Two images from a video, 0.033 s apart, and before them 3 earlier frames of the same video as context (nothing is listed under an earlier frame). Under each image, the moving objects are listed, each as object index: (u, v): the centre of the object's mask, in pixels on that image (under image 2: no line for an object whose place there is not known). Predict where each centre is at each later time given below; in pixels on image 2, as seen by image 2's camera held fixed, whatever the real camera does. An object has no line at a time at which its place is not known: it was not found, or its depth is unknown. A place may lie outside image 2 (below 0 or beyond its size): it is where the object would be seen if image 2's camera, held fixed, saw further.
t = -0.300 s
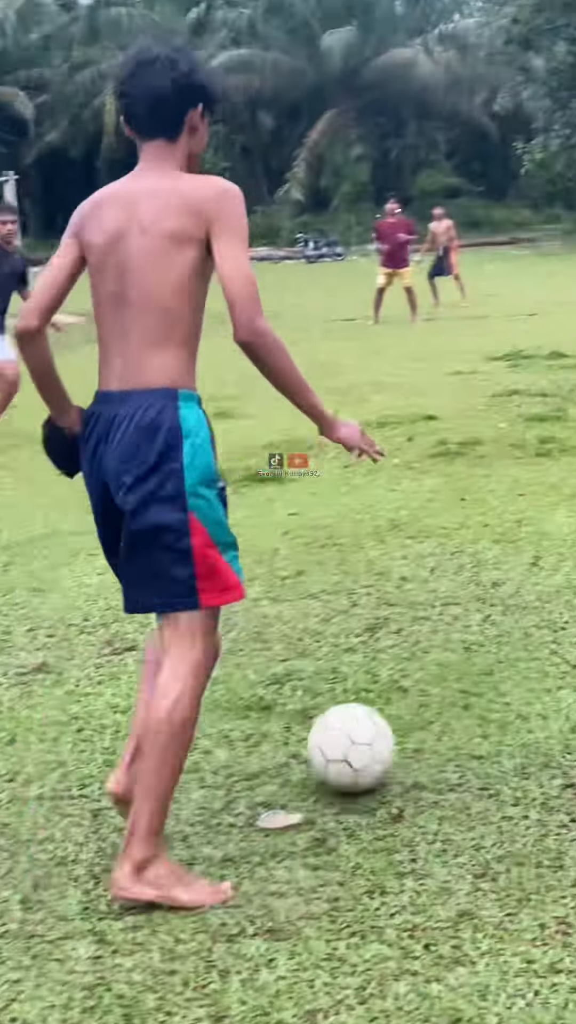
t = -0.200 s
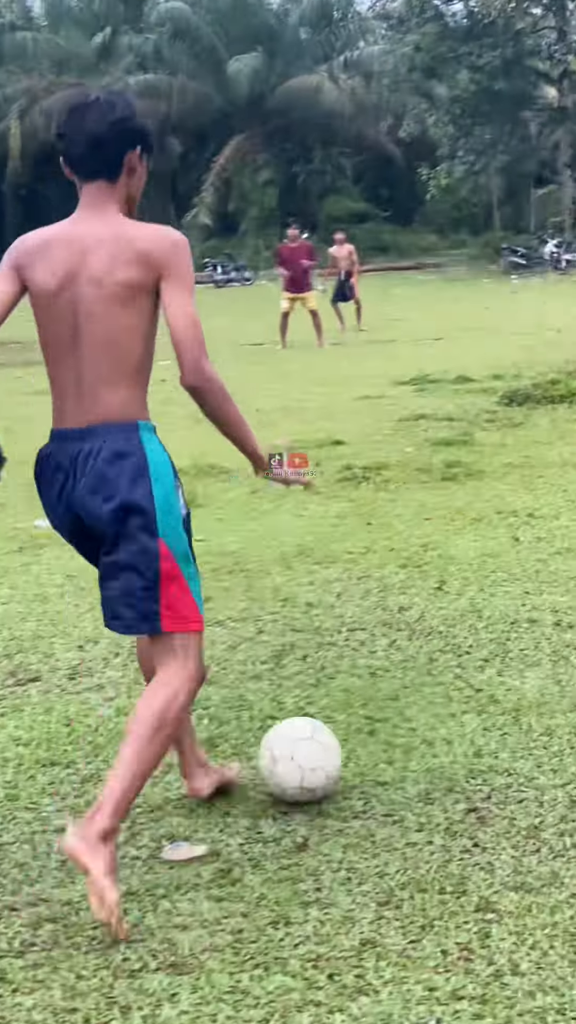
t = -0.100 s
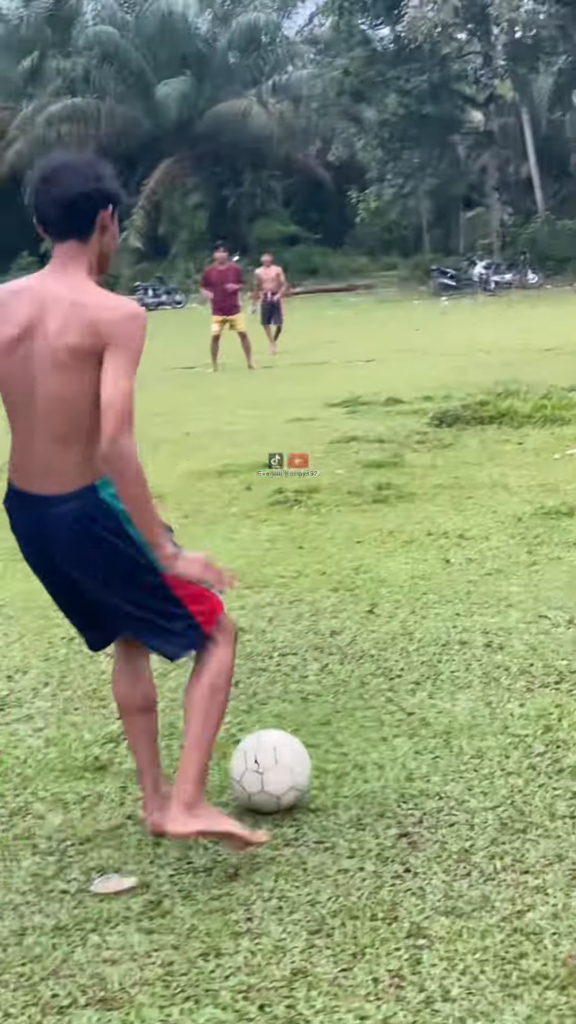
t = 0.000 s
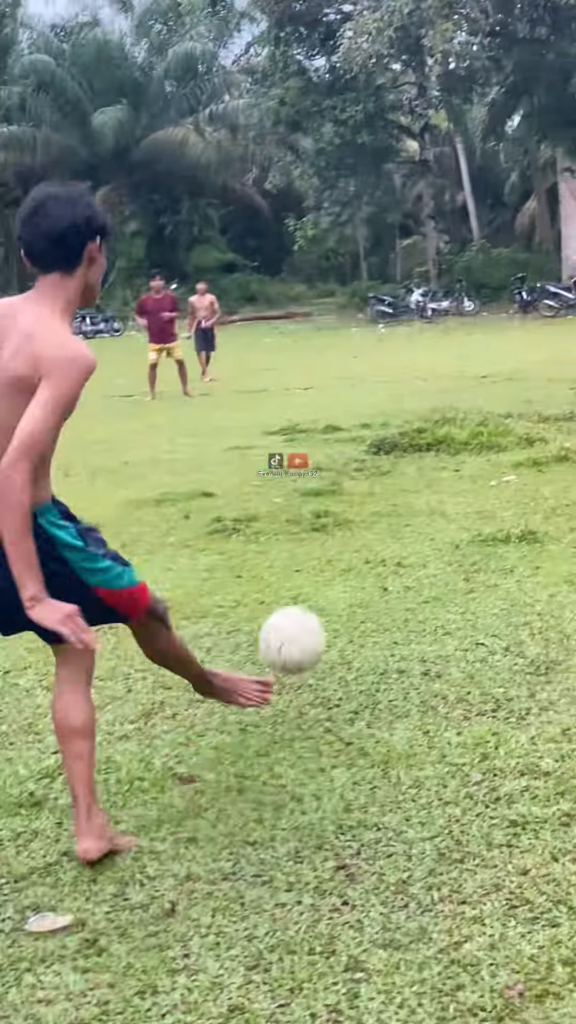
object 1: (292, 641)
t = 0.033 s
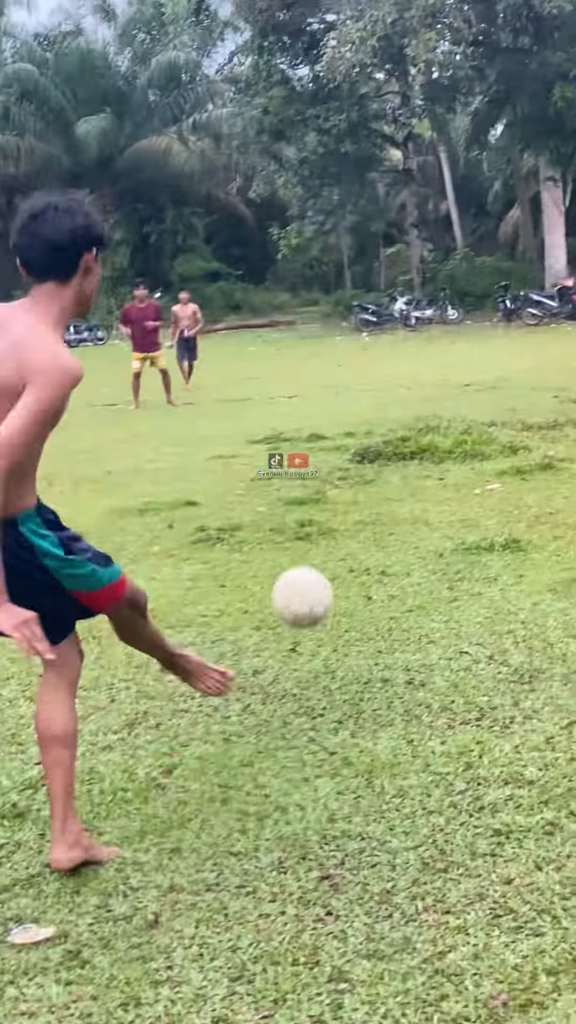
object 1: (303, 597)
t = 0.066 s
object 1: (324, 556)
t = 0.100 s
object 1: (342, 526)
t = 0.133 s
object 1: (357, 501)
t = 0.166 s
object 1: (370, 483)
